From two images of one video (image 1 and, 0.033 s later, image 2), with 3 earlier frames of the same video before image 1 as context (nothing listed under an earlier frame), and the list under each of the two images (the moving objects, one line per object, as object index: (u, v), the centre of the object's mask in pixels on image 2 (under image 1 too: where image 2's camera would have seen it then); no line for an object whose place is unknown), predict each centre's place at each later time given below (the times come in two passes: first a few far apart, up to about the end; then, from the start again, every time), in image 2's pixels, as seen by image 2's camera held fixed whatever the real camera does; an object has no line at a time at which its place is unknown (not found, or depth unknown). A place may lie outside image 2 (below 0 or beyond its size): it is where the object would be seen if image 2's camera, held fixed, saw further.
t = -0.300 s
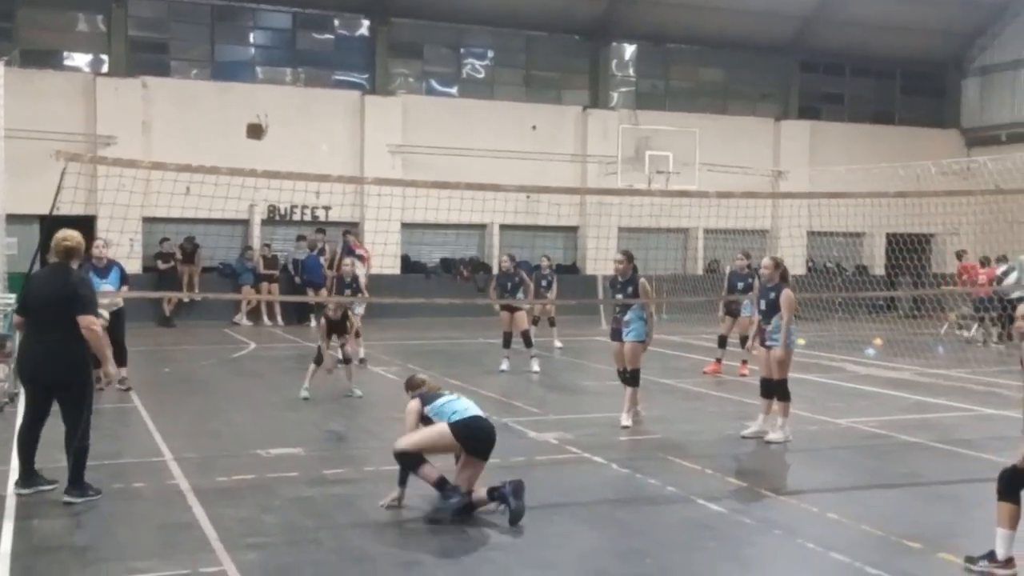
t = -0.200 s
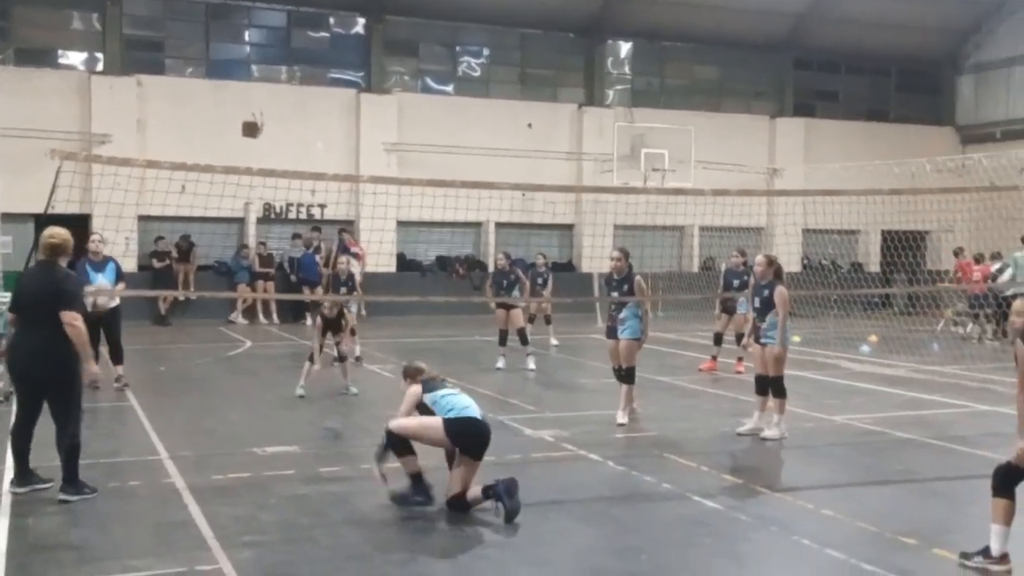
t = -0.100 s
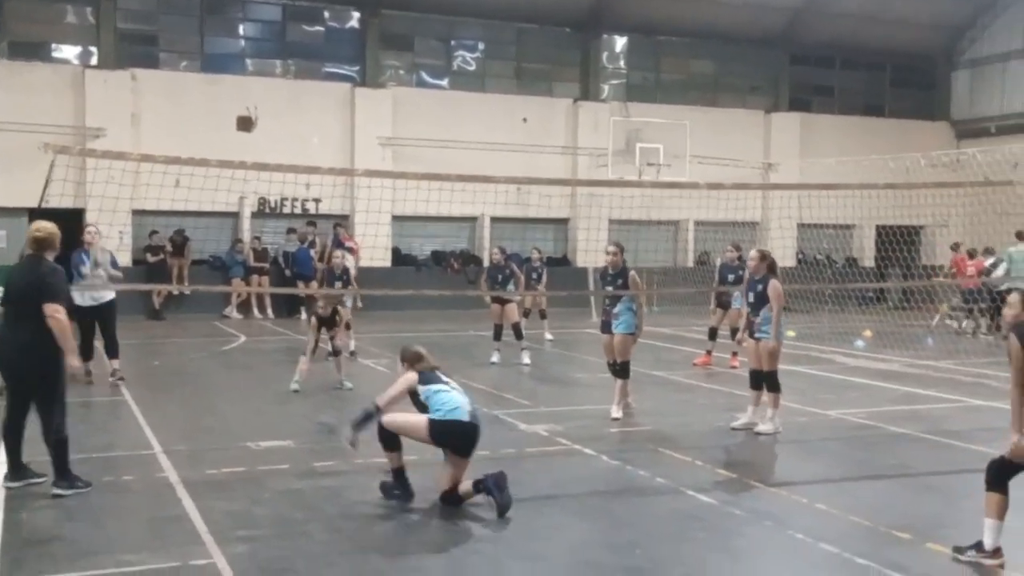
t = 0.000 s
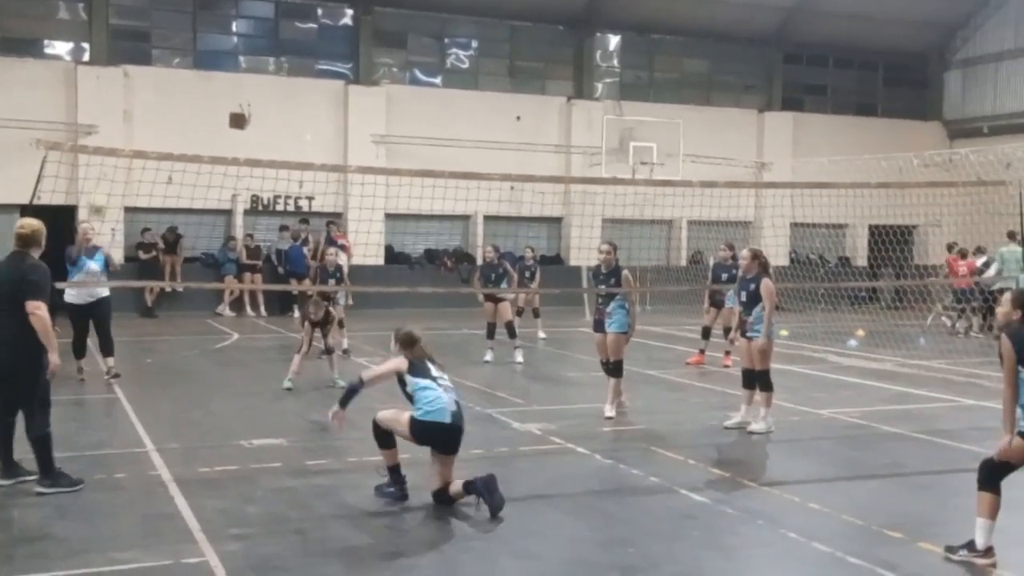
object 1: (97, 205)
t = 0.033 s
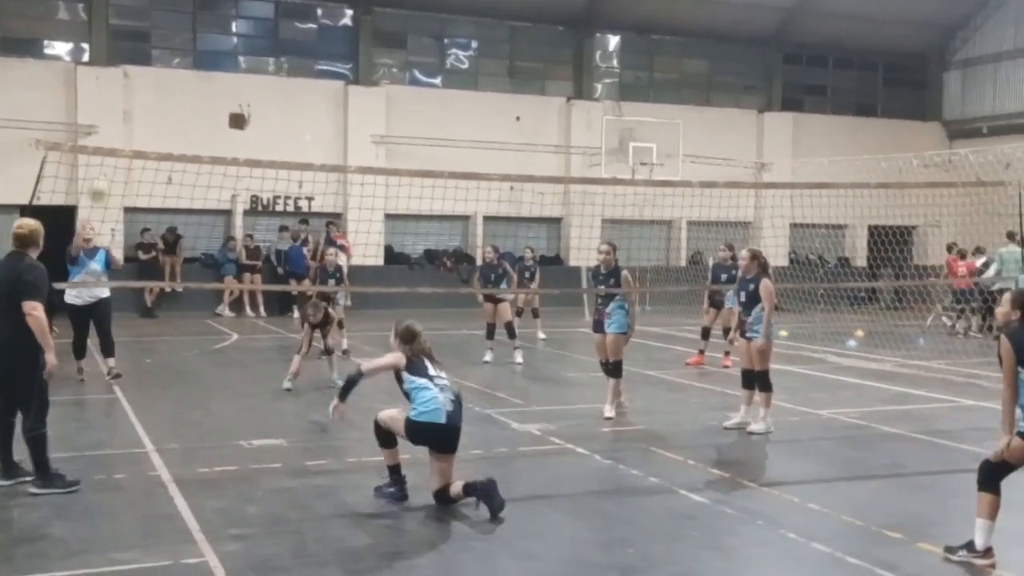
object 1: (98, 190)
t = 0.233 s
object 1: (105, 119)
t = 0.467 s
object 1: (113, 88)
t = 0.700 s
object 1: (121, 109)
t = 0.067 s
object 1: (101, 174)
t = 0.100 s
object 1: (100, 163)
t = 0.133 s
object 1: (103, 142)
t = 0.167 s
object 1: (104, 136)
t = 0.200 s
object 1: (104, 128)
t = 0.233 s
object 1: (105, 119)
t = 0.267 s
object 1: (106, 112)
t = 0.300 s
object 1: (107, 105)
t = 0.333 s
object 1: (108, 100)
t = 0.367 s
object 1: (109, 95)
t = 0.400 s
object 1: (110, 91)
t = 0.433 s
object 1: (112, 89)
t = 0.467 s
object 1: (113, 88)
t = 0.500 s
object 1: (114, 87)
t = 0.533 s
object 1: (115, 88)
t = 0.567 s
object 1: (116, 91)
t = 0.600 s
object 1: (117, 94)
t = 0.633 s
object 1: (118, 99)
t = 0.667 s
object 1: (120, 103)
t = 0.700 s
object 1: (121, 109)
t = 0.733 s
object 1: (122, 116)
